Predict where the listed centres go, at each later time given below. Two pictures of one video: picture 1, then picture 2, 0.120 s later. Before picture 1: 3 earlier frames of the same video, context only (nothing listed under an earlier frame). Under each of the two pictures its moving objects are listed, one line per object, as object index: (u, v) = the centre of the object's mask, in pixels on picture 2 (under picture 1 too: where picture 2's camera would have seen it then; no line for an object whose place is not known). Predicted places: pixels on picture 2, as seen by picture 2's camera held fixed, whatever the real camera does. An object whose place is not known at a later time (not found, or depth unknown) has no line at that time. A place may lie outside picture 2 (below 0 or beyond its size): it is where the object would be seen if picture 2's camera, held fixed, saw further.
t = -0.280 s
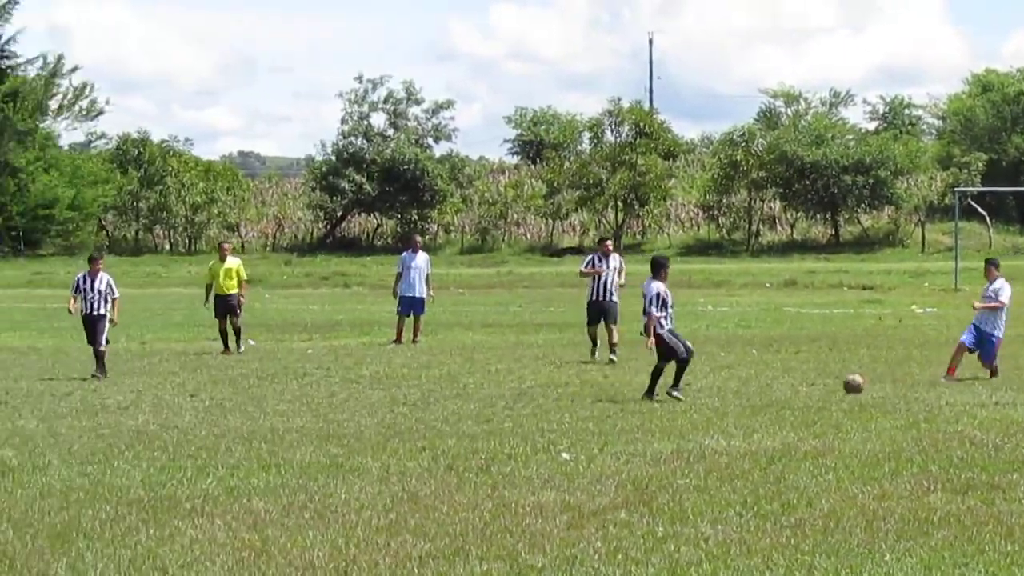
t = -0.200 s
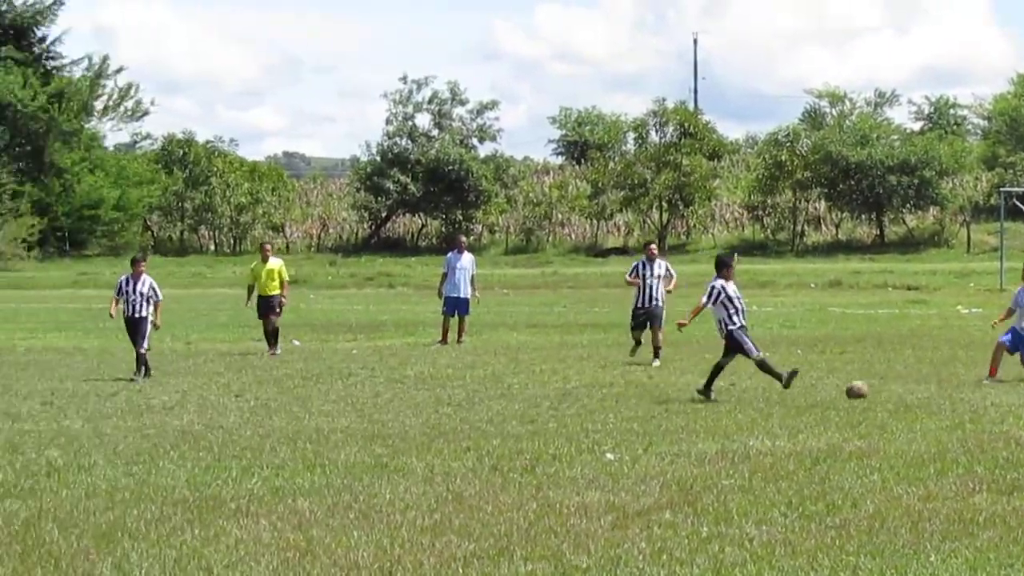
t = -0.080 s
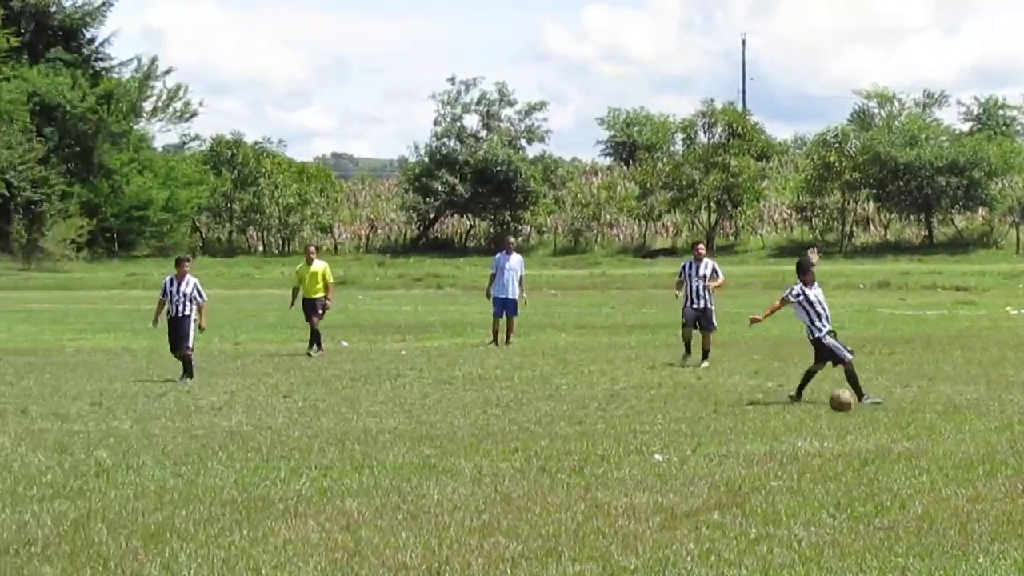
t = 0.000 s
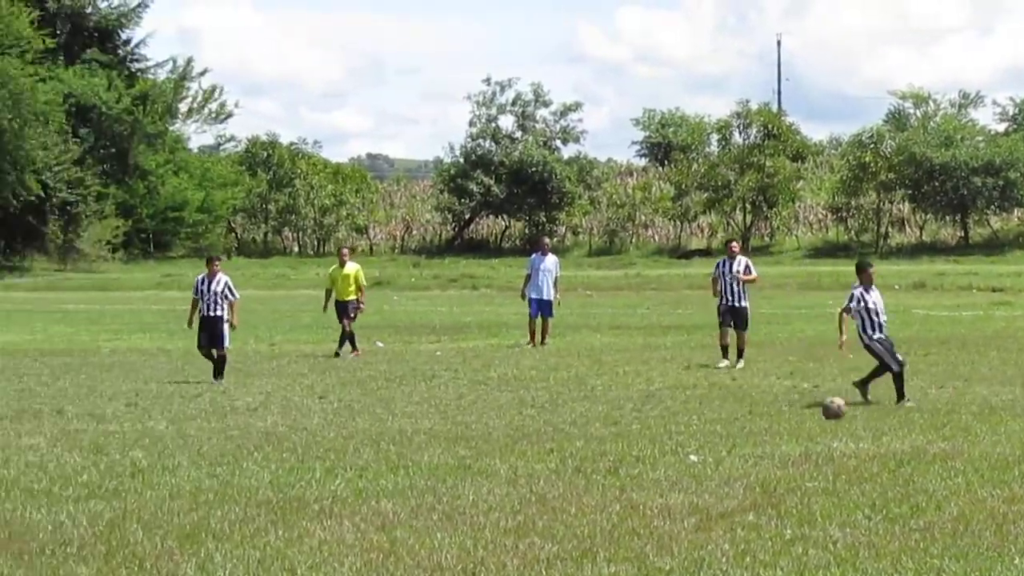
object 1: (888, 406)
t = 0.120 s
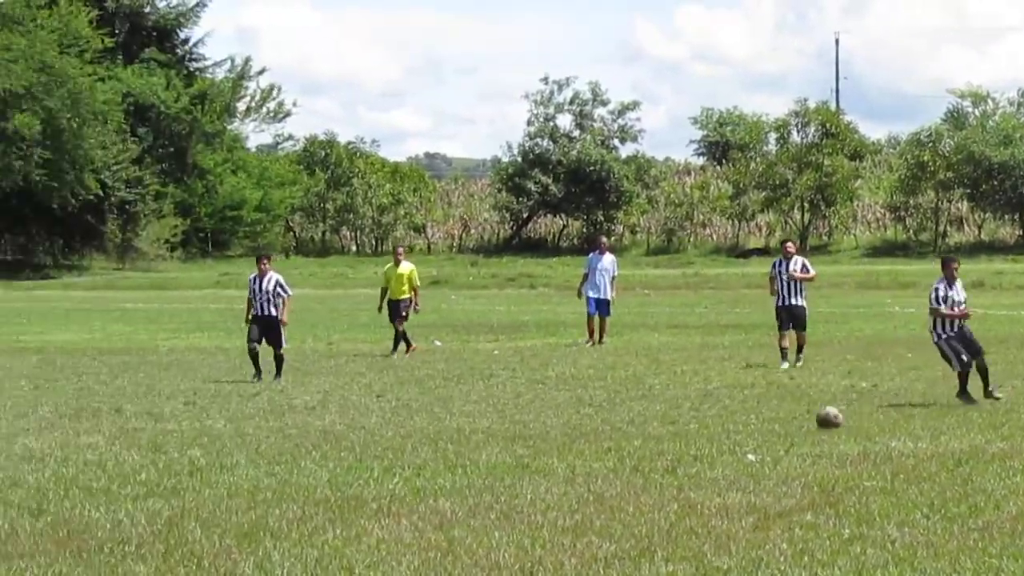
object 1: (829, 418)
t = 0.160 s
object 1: (809, 422)
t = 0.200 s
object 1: (792, 423)
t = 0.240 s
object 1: (774, 426)
